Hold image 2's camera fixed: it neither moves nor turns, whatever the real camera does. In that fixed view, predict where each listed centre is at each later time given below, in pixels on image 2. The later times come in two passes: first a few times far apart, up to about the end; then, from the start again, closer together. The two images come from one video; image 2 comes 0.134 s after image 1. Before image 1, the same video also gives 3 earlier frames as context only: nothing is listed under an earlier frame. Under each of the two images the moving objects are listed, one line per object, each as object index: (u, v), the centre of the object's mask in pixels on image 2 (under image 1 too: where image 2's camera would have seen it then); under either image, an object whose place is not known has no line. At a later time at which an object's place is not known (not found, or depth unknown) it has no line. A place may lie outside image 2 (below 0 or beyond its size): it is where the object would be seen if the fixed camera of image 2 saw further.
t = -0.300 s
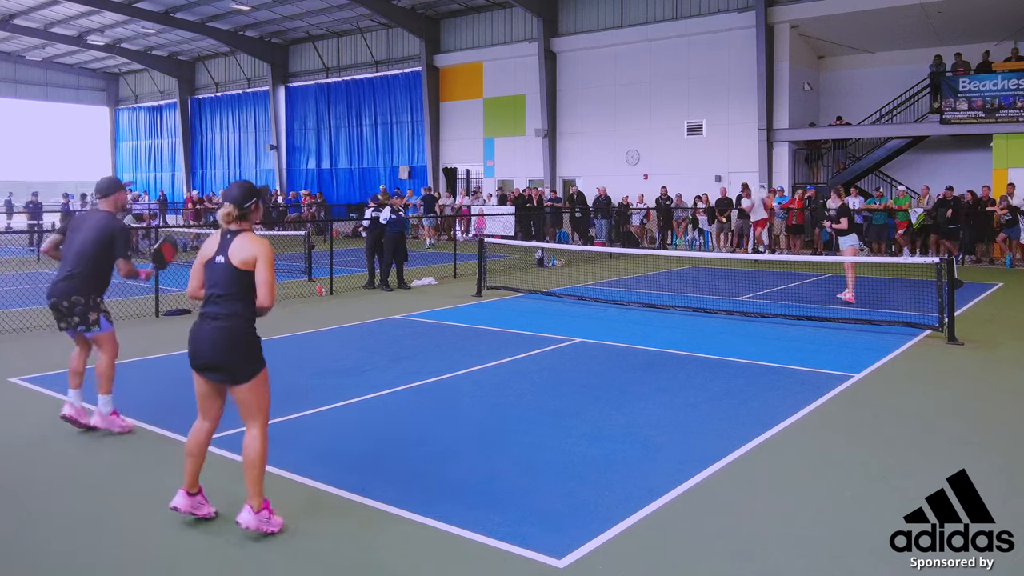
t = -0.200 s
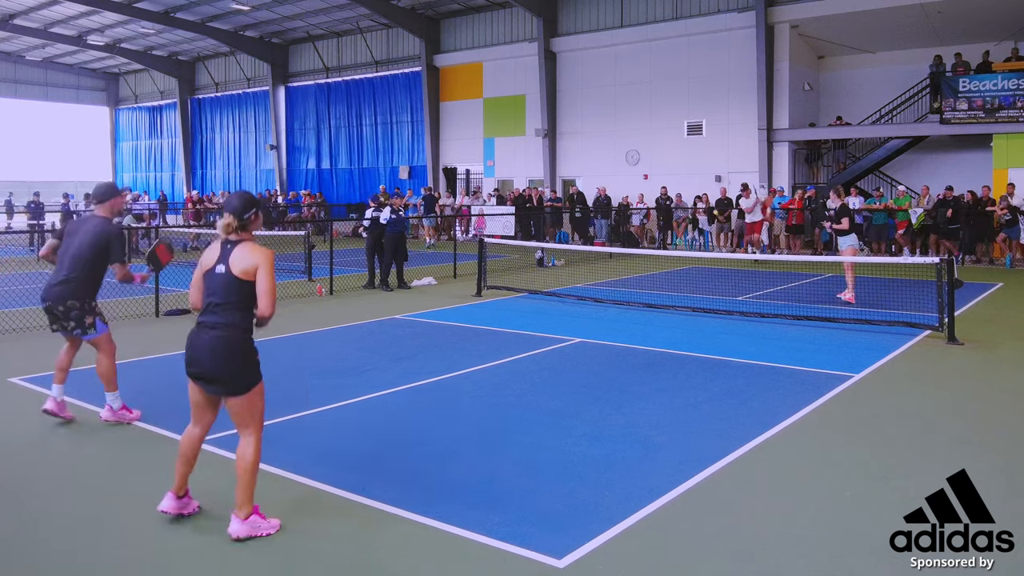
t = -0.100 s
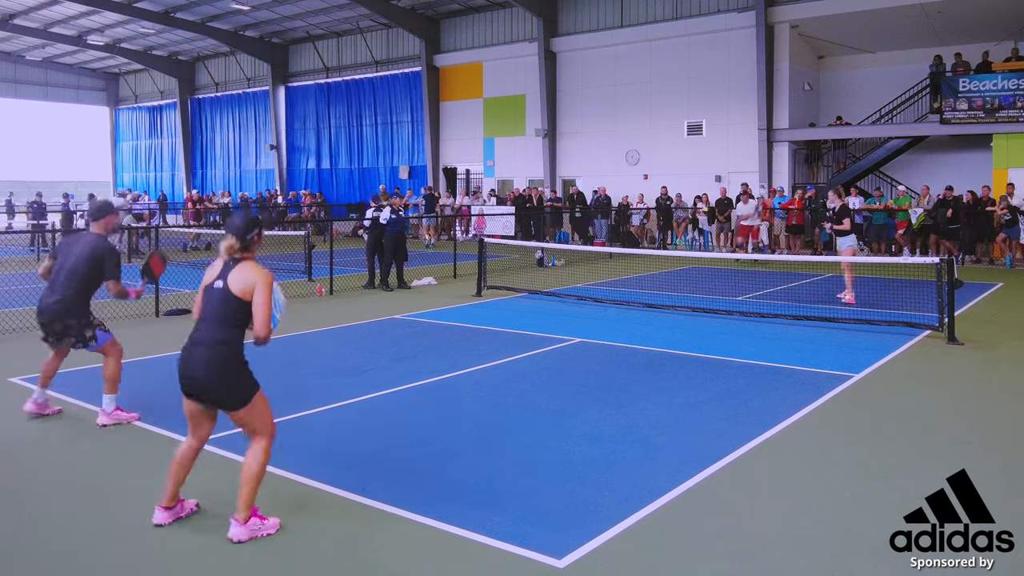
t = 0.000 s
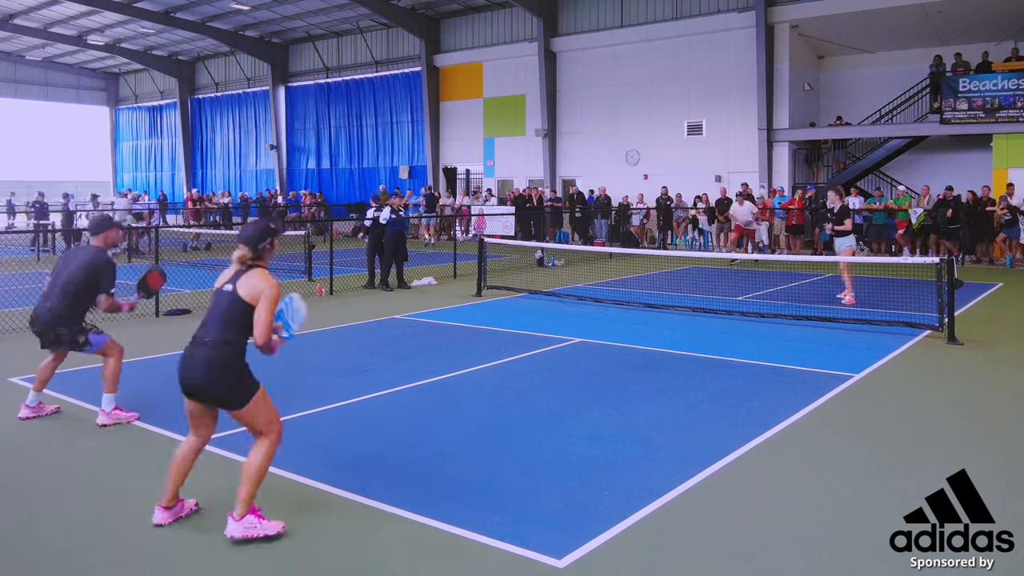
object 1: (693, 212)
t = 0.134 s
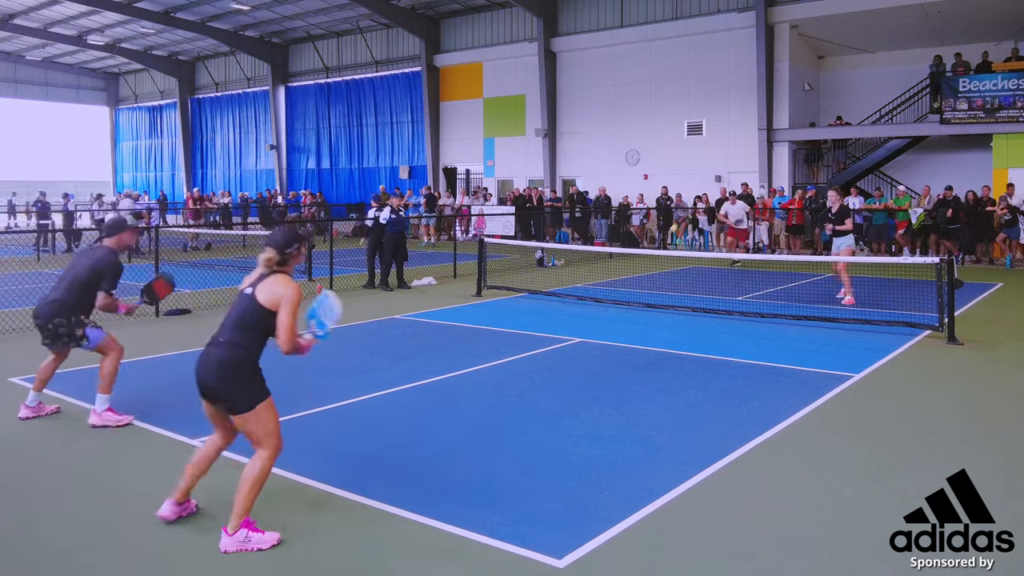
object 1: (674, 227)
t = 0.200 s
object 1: (661, 243)
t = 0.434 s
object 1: (604, 346)
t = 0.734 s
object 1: (517, 343)
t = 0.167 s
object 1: (667, 235)
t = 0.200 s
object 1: (661, 243)
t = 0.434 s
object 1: (604, 346)
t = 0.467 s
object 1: (593, 368)
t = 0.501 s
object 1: (584, 366)
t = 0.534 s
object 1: (576, 359)
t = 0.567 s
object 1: (567, 353)
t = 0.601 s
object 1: (558, 348)
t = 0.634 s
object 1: (549, 344)
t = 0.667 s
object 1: (539, 343)
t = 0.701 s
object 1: (528, 342)
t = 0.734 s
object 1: (517, 343)
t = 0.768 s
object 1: (505, 346)
